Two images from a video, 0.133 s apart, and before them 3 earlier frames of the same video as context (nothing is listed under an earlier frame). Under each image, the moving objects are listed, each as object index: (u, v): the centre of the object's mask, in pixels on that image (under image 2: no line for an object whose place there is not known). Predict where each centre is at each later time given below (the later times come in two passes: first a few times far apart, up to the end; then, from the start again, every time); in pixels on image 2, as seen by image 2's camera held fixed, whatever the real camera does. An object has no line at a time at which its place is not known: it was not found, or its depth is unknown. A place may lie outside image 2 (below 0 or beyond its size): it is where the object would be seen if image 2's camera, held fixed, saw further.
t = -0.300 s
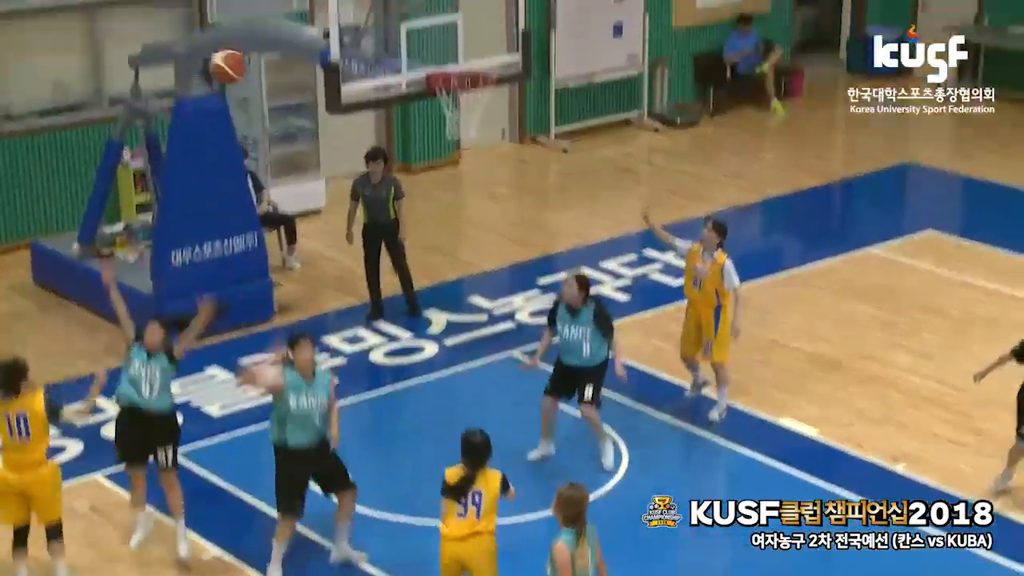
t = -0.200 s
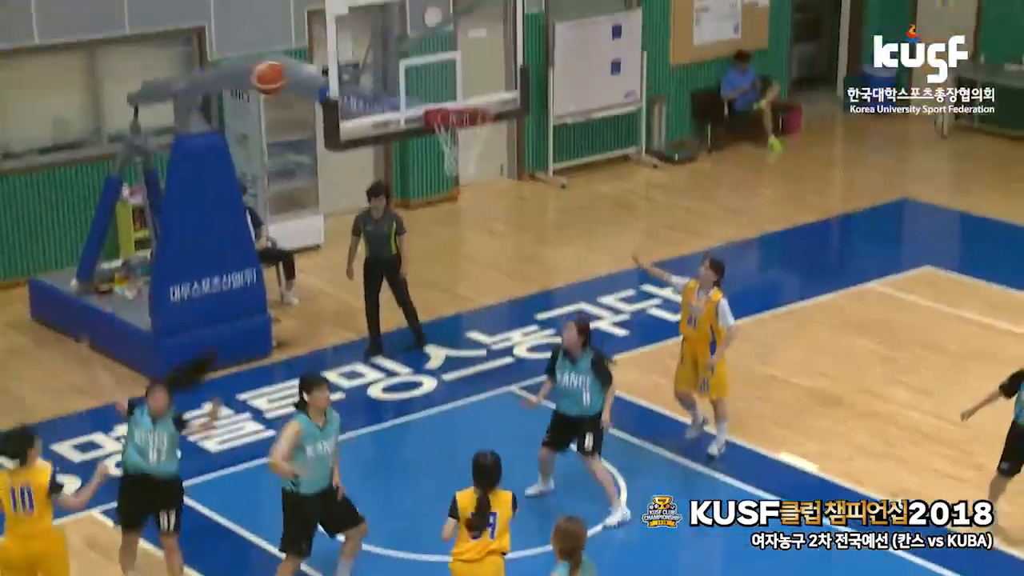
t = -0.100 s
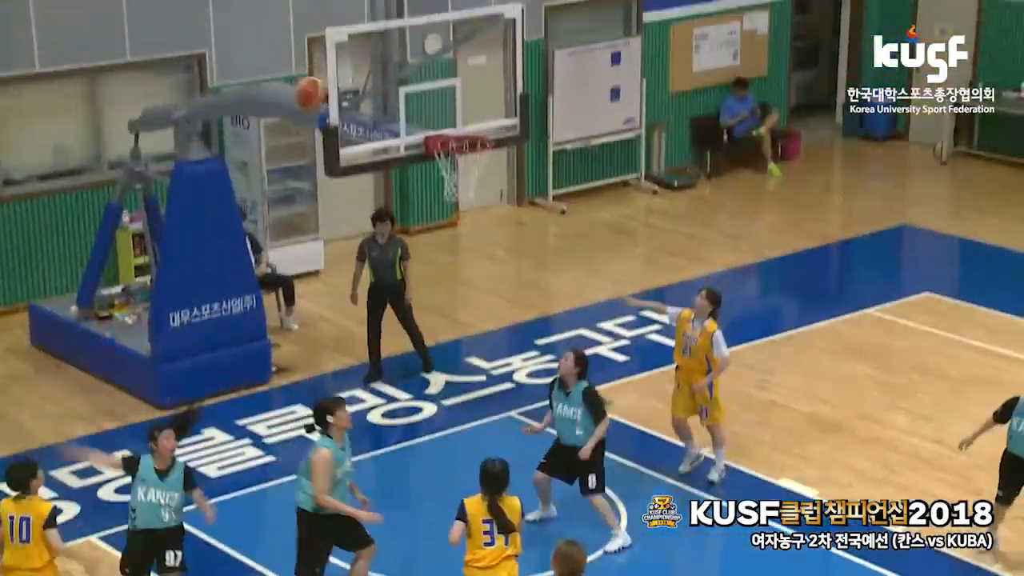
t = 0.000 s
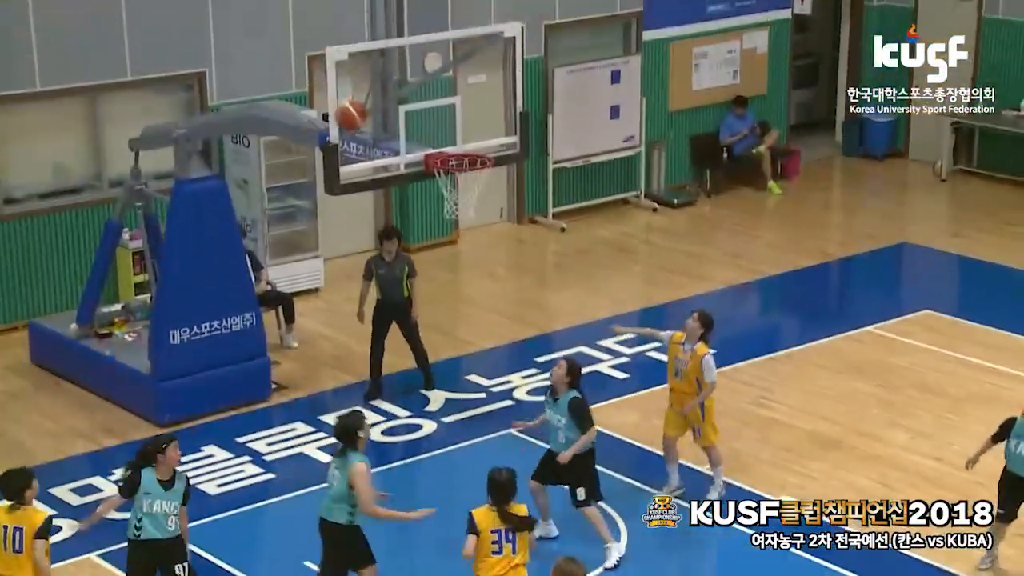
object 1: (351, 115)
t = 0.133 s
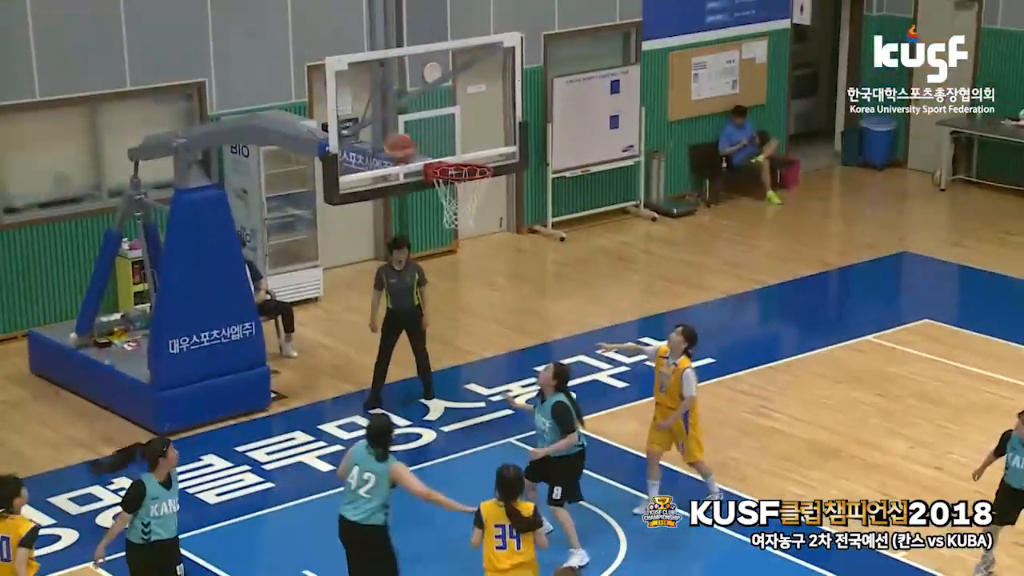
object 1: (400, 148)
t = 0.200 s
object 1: (424, 167)
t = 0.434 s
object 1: (335, 186)
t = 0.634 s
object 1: (250, 255)
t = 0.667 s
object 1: (236, 272)
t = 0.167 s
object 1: (413, 155)
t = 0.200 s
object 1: (424, 167)
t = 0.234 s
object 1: (416, 169)
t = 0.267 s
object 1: (404, 169)
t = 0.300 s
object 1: (391, 169)
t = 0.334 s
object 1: (377, 171)
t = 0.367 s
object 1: (363, 175)
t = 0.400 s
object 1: (351, 181)
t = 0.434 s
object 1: (335, 186)
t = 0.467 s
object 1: (322, 193)
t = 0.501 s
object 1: (309, 203)
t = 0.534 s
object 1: (294, 212)
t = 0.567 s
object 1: (278, 225)
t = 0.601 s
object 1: (265, 239)
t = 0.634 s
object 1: (250, 255)
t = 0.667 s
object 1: (236, 272)
